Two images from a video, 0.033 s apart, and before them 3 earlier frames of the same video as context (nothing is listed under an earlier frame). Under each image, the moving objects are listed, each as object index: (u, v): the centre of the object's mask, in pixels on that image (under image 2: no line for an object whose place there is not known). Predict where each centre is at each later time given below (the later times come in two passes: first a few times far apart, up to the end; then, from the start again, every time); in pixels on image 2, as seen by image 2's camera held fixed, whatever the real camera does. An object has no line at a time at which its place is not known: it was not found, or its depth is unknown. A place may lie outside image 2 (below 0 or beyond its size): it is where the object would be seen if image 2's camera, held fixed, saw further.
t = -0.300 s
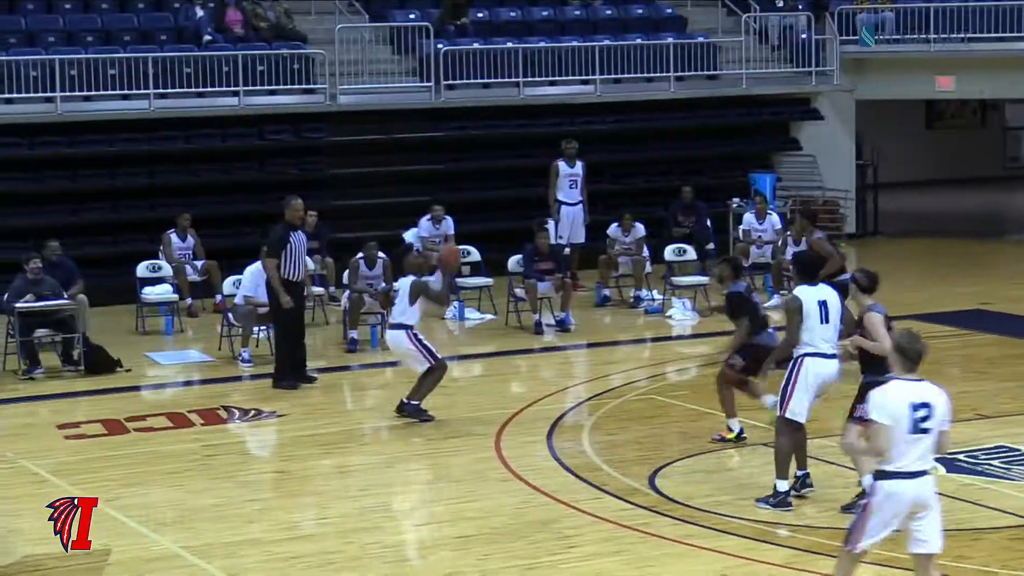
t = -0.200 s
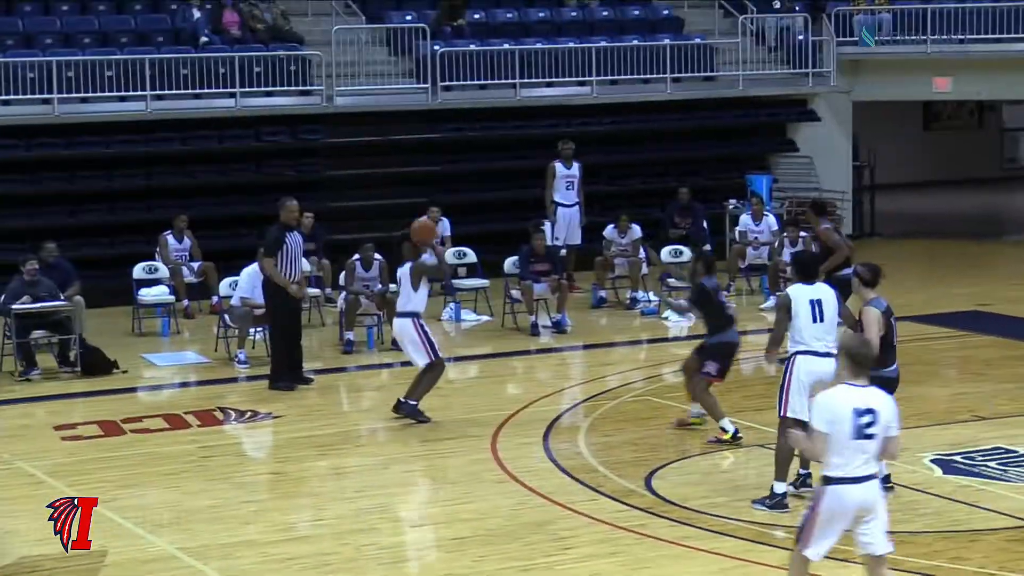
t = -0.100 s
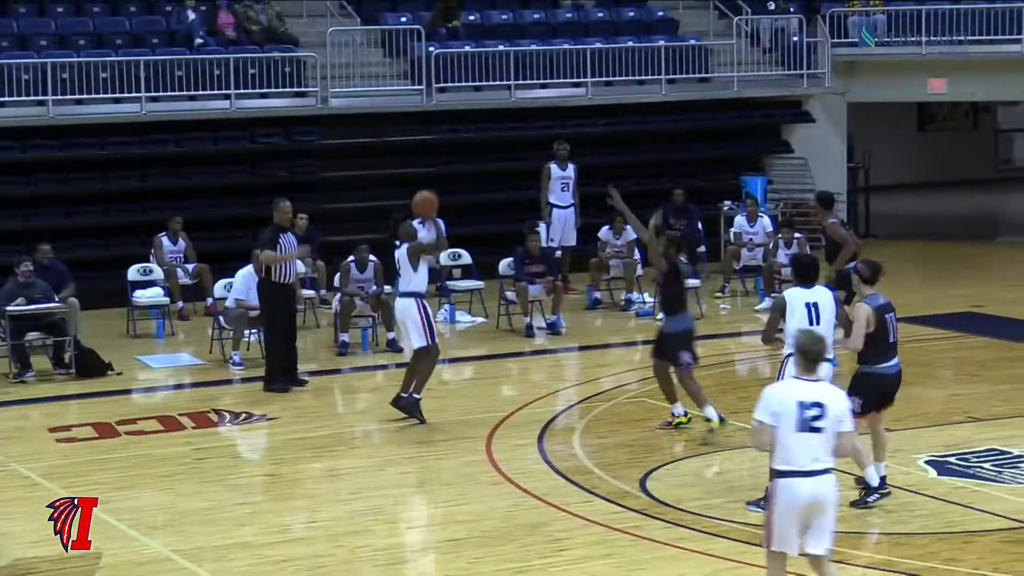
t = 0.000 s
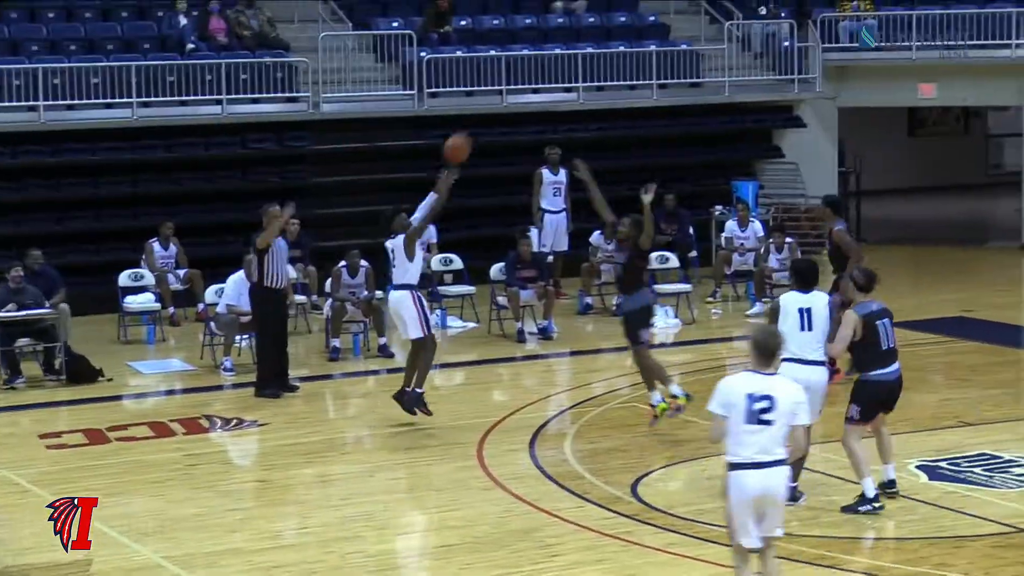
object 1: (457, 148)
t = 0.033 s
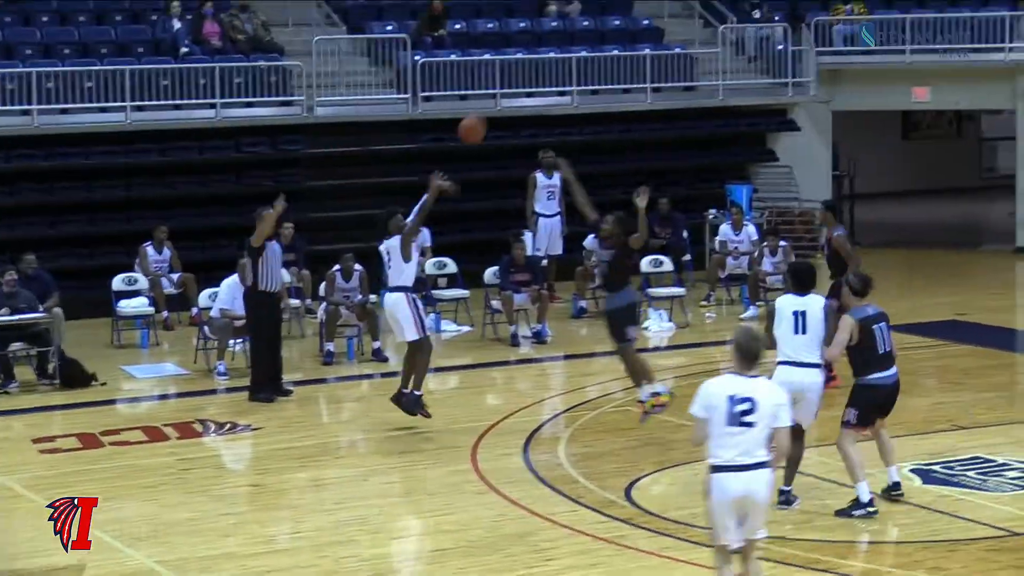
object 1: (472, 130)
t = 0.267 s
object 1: (619, -1)
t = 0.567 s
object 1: (817, -95)
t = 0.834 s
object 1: (1008, -102)
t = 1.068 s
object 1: (1181, -35)
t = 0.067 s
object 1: (492, 108)
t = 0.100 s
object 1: (514, 85)
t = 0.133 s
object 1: (535, 67)
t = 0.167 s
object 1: (557, 46)
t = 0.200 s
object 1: (577, 29)
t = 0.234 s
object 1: (599, 12)
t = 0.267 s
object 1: (619, -1)
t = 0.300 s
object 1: (642, -19)
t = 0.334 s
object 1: (662, -31)
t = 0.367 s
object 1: (684, -45)
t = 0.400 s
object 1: (705, -54)
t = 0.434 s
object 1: (727, -63)
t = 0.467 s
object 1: (749, -72)
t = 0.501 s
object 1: (771, -80)
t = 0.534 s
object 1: (794, -88)
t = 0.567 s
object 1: (817, -95)
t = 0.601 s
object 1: (840, -100)
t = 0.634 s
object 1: (864, -106)
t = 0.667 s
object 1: (888, -110)
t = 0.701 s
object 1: (911, -110)
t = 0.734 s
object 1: (935, -111)
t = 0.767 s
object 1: (959, -108)
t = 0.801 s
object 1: (984, -106)
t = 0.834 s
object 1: (1008, -102)
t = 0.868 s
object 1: (1032, -97)
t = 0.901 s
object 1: (1056, -89)
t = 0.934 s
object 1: (1079, -79)
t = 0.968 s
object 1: (1106, -70)
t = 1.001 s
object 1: (1130, -58)
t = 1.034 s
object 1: (1156, -48)
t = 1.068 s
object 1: (1181, -35)
